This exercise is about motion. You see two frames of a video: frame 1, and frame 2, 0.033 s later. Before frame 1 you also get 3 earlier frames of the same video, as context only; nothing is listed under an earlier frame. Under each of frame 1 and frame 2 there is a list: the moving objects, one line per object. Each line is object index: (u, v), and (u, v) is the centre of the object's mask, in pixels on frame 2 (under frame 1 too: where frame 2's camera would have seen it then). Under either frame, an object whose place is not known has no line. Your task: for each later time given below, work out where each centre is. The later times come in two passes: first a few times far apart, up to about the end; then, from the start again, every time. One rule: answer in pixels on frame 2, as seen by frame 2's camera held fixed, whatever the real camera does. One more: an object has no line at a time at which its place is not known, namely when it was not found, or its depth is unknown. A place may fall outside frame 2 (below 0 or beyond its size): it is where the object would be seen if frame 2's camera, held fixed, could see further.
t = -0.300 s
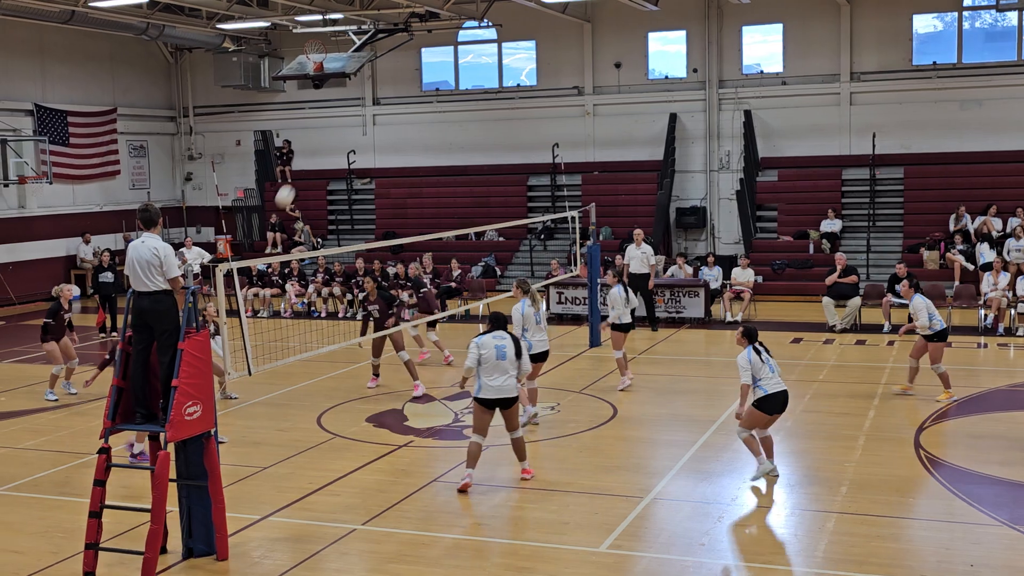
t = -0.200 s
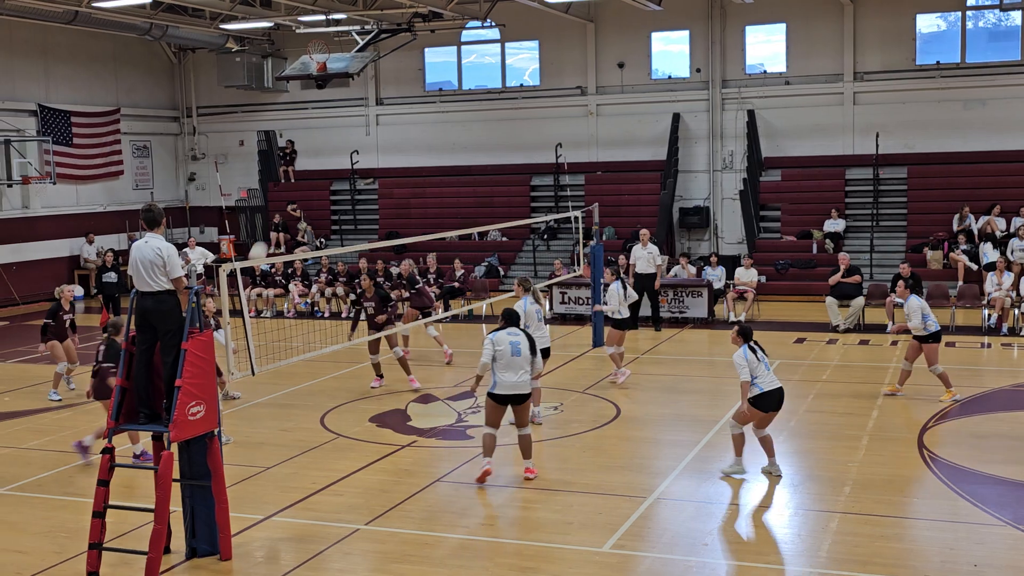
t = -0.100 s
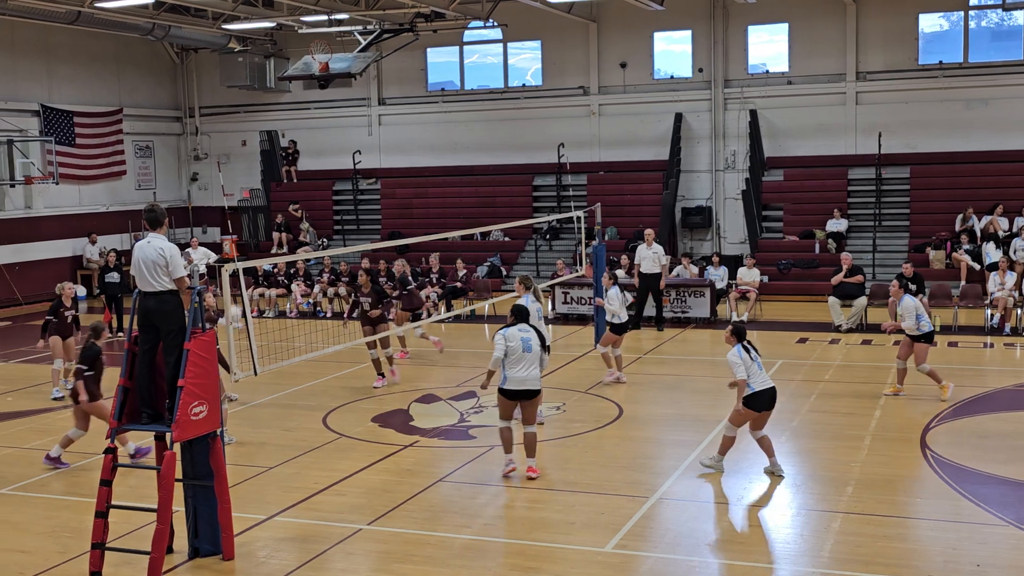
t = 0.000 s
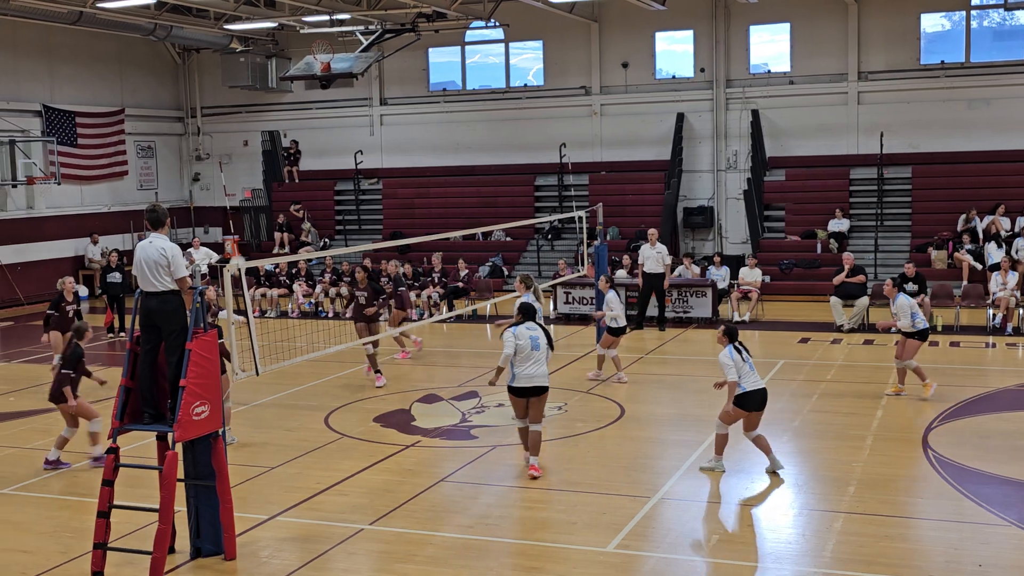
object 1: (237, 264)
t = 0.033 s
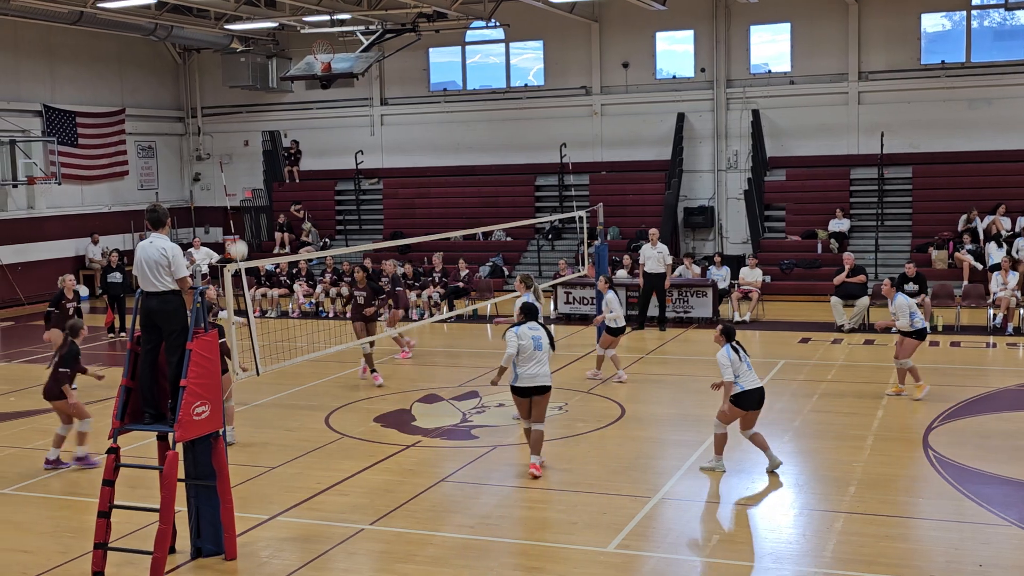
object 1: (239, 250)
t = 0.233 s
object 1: (248, 174)
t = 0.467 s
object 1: (261, 126)
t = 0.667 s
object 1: (274, 117)
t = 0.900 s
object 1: (290, 148)
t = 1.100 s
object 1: (307, 208)
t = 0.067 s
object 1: (241, 235)
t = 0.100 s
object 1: (242, 222)
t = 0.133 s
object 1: (243, 209)
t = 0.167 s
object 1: (244, 196)
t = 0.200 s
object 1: (246, 185)
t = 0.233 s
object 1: (248, 174)
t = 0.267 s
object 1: (250, 165)
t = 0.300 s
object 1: (251, 156)
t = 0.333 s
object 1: (253, 149)
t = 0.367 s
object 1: (255, 141)
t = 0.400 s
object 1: (257, 135)
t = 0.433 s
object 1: (259, 130)
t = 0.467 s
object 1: (261, 126)
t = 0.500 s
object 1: (263, 122)
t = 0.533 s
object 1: (265, 119)
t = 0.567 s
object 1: (267, 117)
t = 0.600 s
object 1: (269, 117)
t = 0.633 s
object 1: (271, 116)
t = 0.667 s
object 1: (274, 117)
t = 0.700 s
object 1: (276, 119)
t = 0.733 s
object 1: (278, 121)
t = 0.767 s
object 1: (281, 125)
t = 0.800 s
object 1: (283, 129)
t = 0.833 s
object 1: (285, 134)
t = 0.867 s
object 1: (288, 141)
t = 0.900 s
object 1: (290, 148)
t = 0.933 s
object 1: (293, 156)
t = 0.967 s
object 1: (296, 164)
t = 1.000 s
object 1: (299, 174)
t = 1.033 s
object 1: (301, 185)
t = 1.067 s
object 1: (304, 196)
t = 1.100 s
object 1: (307, 208)
